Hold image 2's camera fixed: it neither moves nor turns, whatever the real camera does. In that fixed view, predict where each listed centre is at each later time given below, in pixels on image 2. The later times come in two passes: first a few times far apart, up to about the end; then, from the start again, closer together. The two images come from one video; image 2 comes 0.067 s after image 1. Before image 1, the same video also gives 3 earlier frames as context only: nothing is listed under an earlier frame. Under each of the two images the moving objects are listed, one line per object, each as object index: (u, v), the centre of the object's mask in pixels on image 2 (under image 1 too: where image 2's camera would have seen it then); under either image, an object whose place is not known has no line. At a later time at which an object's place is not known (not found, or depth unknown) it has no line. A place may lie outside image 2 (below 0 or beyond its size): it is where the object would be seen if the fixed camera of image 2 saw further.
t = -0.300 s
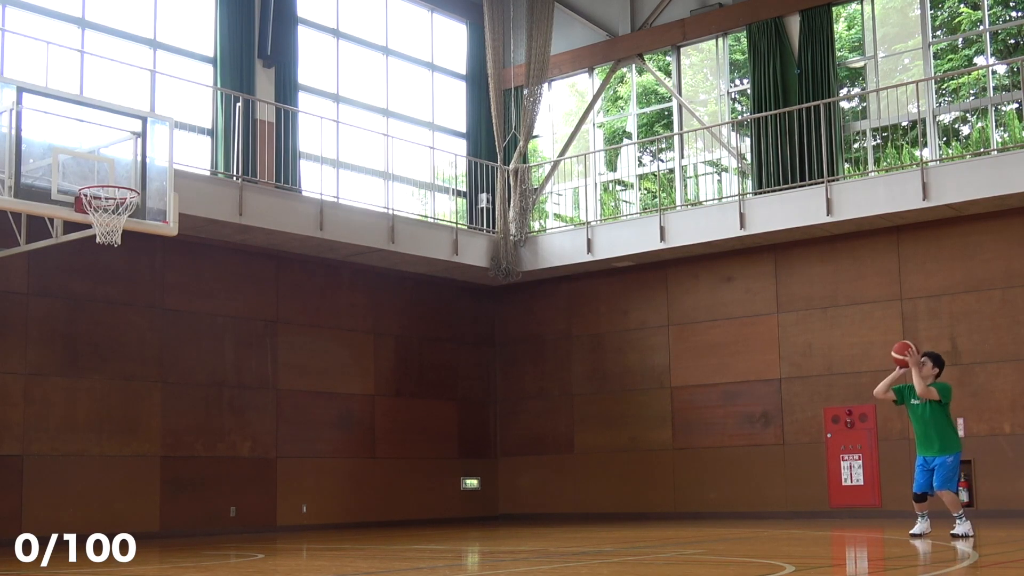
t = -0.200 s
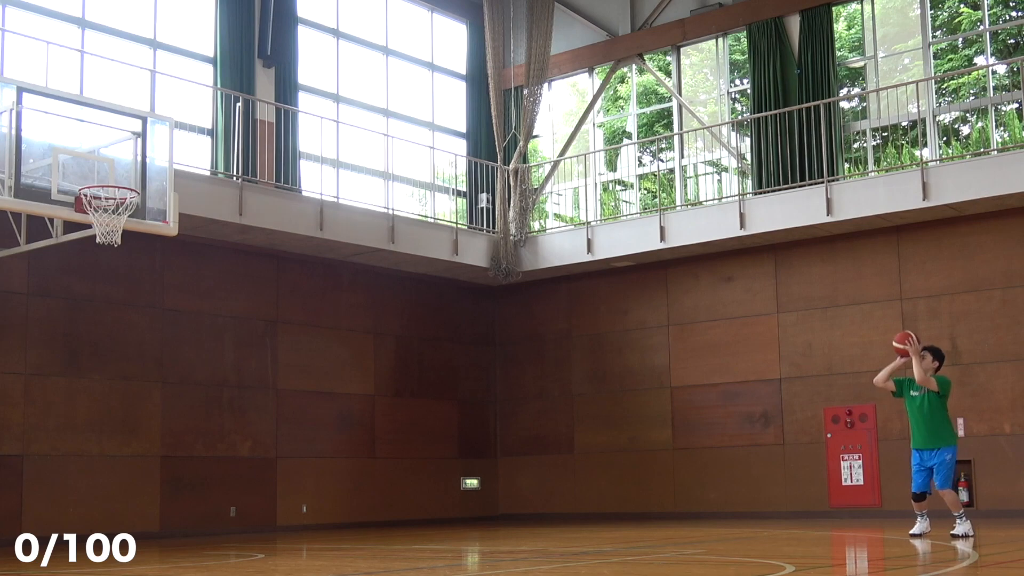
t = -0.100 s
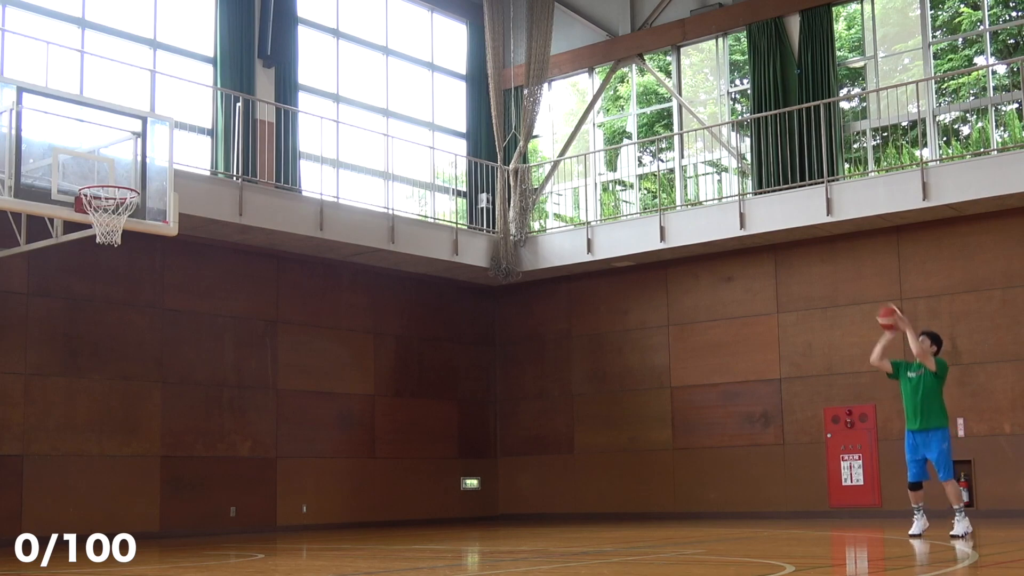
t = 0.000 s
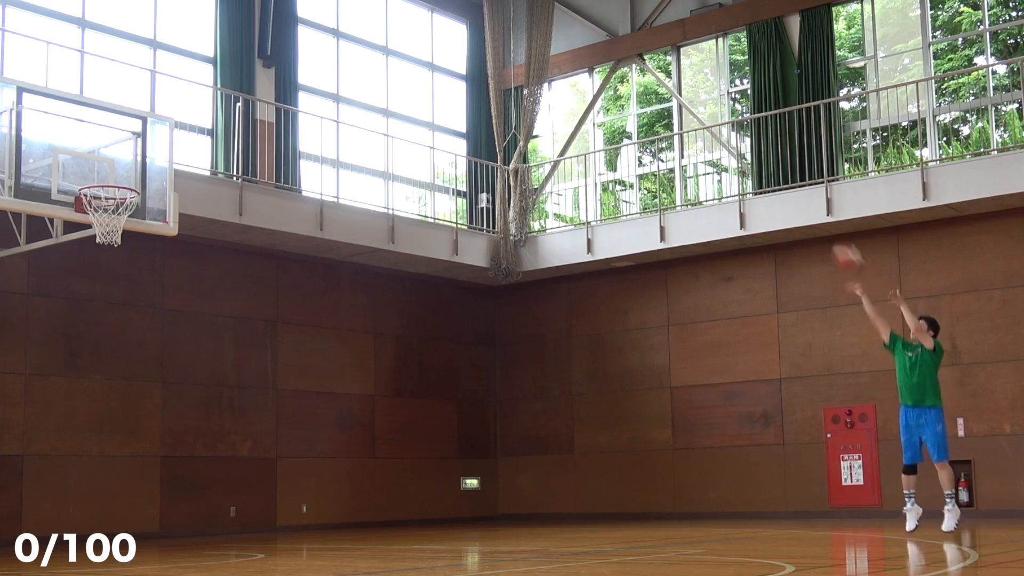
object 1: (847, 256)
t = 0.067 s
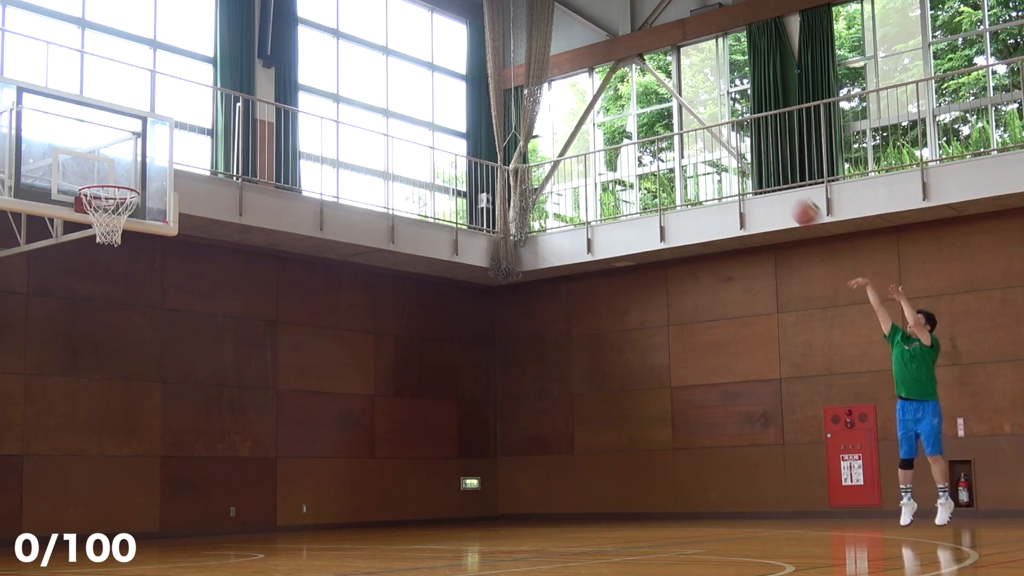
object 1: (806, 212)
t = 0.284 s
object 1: (676, 102)
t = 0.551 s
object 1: (517, 29)
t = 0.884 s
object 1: (319, 39)
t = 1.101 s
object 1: (185, 115)
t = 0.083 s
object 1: (796, 204)
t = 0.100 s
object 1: (785, 193)
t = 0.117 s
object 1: (776, 182)
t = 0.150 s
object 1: (757, 166)
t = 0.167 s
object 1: (748, 158)
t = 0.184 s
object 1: (736, 149)
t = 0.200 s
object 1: (725, 140)
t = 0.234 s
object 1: (706, 124)
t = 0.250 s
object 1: (696, 116)
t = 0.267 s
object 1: (686, 108)
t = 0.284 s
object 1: (676, 102)
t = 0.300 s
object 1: (665, 96)
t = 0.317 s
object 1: (657, 90)
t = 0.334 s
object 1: (646, 85)
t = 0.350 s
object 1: (636, 78)
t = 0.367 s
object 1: (624, 71)
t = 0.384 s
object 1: (615, 66)
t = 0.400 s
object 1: (607, 61)
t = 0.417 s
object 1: (595, 57)
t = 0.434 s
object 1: (589, 53)
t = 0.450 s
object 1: (578, 48)
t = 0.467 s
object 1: (568, 44)
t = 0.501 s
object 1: (547, 37)
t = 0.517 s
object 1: (538, 34)
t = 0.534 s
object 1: (526, 31)
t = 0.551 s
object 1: (517, 29)
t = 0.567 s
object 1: (507, 27)
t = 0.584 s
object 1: (497, 25)
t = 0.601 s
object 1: (488, 24)
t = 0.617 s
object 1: (479, 22)
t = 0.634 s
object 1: (471, 19)
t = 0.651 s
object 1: (461, 19)
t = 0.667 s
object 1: (450, 19)
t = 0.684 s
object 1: (439, 18)
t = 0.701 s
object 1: (430, 19)
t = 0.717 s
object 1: (420, 20)
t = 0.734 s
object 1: (410, 21)
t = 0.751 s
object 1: (399, 22)
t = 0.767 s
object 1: (389, 24)
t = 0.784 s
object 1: (380, 25)
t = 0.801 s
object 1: (369, 27)
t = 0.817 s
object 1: (359, 30)
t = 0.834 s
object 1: (349, 32)
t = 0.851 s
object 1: (339, 34)
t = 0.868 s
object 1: (330, 37)
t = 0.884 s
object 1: (319, 39)
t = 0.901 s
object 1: (307, 45)
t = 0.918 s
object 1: (295, 49)
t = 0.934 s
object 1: (285, 53)
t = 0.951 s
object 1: (278, 57)
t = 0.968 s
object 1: (267, 62)
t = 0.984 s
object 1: (257, 67)
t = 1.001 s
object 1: (247, 72)
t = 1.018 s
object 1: (238, 78)
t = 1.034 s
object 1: (227, 84)
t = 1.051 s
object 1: (219, 91)
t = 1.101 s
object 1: (185, 115)
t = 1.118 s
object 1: (174, 122)
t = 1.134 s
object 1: (165, 127)
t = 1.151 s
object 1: (151, 137)
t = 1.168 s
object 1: (142, 147)
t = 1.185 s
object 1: (133, 157)
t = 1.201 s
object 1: (121, 167)
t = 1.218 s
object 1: (111, 174)
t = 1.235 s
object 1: (101, 178)
